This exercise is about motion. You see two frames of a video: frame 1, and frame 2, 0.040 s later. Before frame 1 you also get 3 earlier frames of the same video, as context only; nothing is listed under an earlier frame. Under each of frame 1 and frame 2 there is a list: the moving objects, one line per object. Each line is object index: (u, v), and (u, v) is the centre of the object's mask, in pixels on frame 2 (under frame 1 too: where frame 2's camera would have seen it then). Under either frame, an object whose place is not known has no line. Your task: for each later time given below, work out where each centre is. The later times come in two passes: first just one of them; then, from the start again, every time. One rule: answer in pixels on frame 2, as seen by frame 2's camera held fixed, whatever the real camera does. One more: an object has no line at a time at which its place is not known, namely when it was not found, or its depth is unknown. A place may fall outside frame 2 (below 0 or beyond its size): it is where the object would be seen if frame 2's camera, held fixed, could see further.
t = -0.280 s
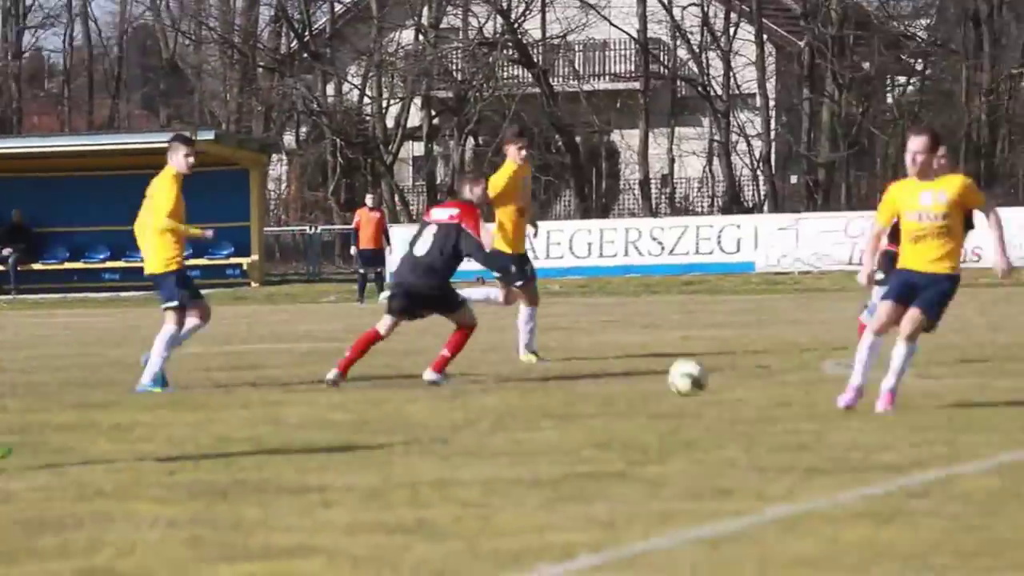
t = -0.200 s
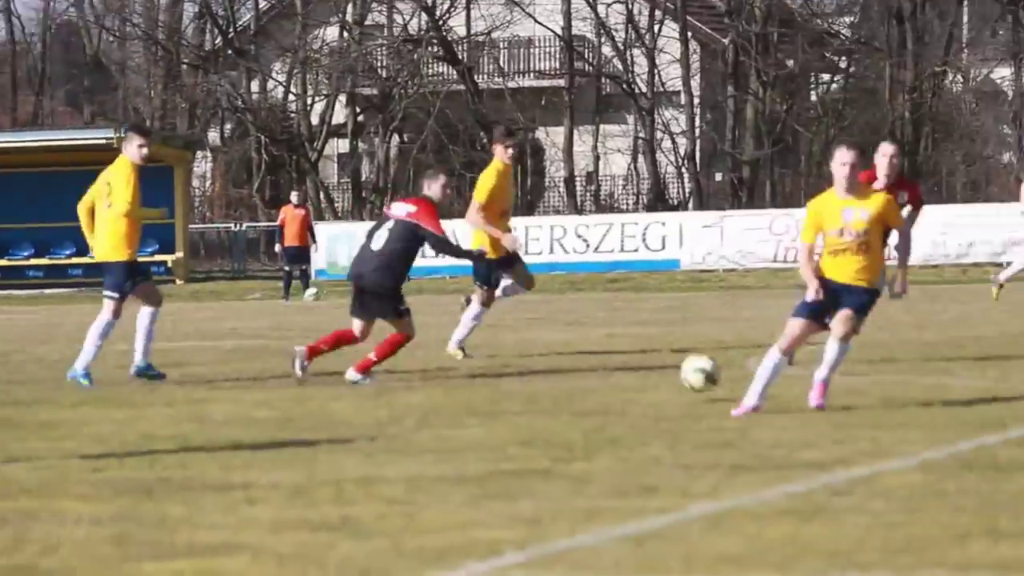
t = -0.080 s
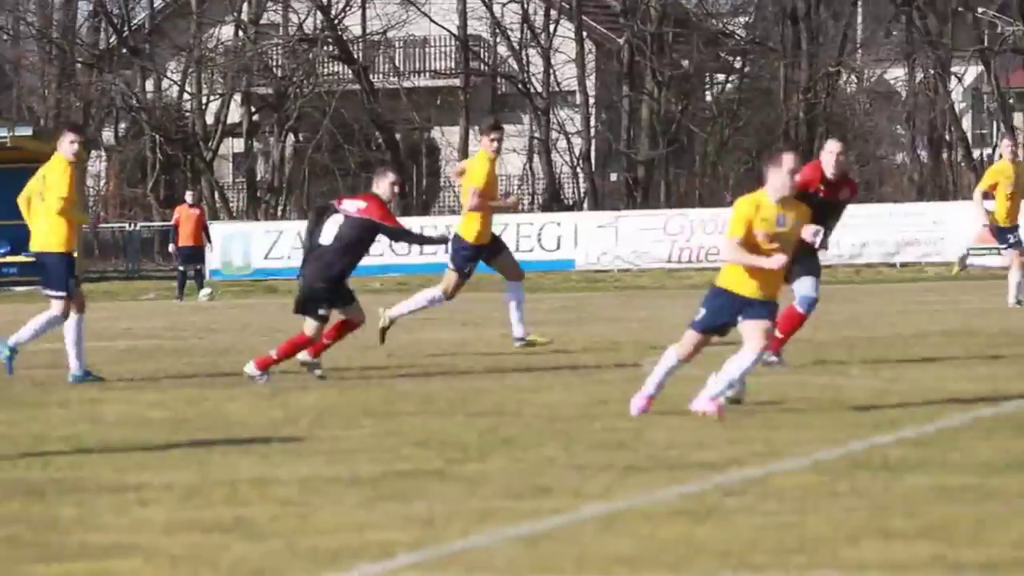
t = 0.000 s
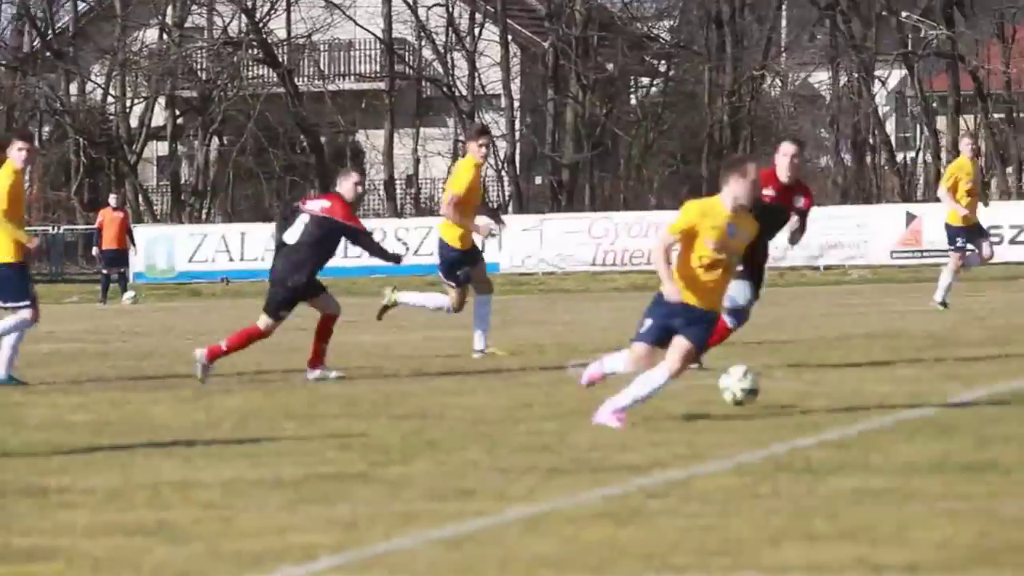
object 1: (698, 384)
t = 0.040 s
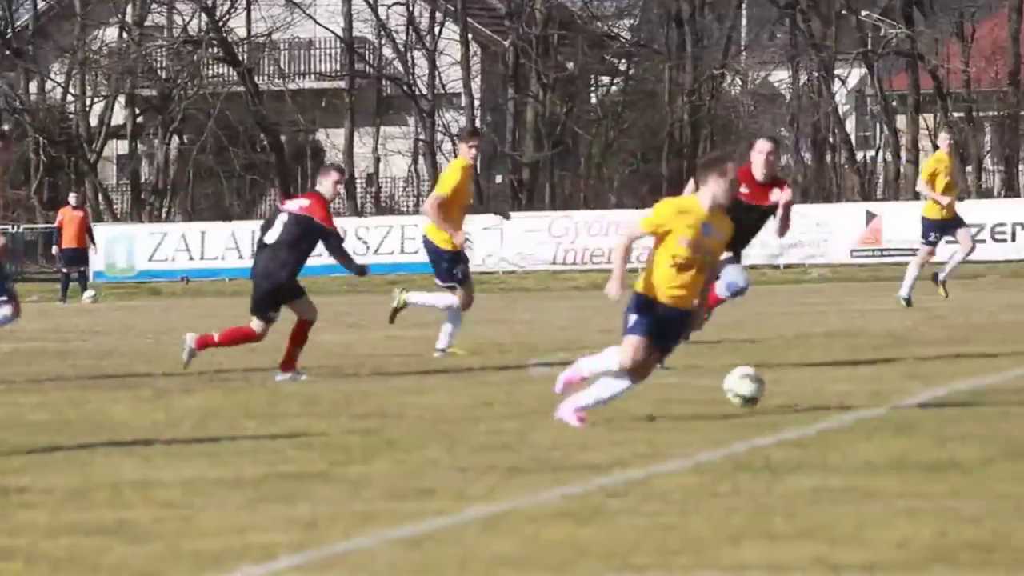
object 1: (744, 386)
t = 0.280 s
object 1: (1024, 386)
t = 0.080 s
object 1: (789, 391)
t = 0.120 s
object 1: (834, 384)
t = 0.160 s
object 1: (882, 379)
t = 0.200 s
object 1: (927, 378)
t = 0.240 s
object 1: (976, 379)
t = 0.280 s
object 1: (1024, 386)
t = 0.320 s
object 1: (1072, 393)
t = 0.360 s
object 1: (1121, 394)
